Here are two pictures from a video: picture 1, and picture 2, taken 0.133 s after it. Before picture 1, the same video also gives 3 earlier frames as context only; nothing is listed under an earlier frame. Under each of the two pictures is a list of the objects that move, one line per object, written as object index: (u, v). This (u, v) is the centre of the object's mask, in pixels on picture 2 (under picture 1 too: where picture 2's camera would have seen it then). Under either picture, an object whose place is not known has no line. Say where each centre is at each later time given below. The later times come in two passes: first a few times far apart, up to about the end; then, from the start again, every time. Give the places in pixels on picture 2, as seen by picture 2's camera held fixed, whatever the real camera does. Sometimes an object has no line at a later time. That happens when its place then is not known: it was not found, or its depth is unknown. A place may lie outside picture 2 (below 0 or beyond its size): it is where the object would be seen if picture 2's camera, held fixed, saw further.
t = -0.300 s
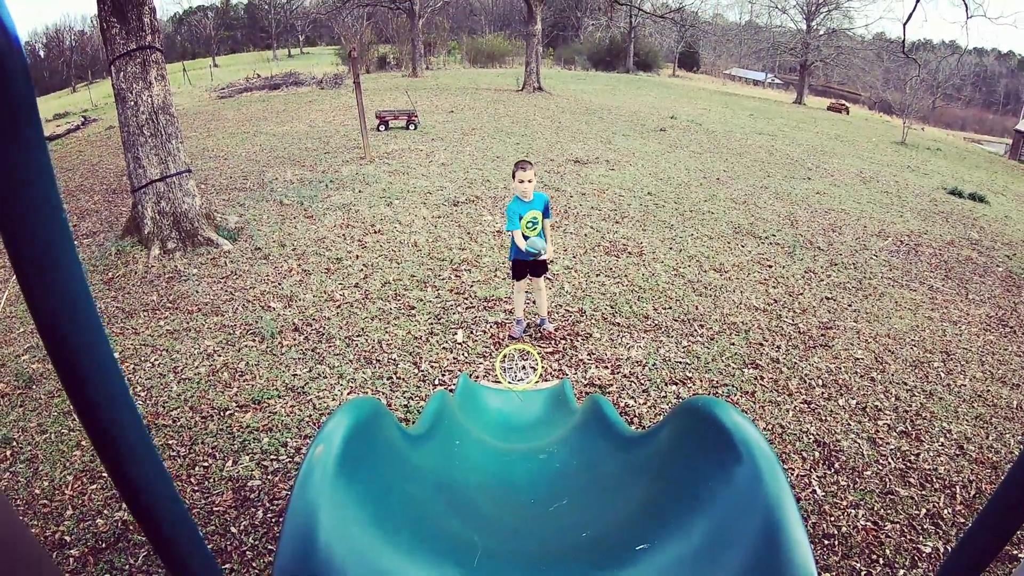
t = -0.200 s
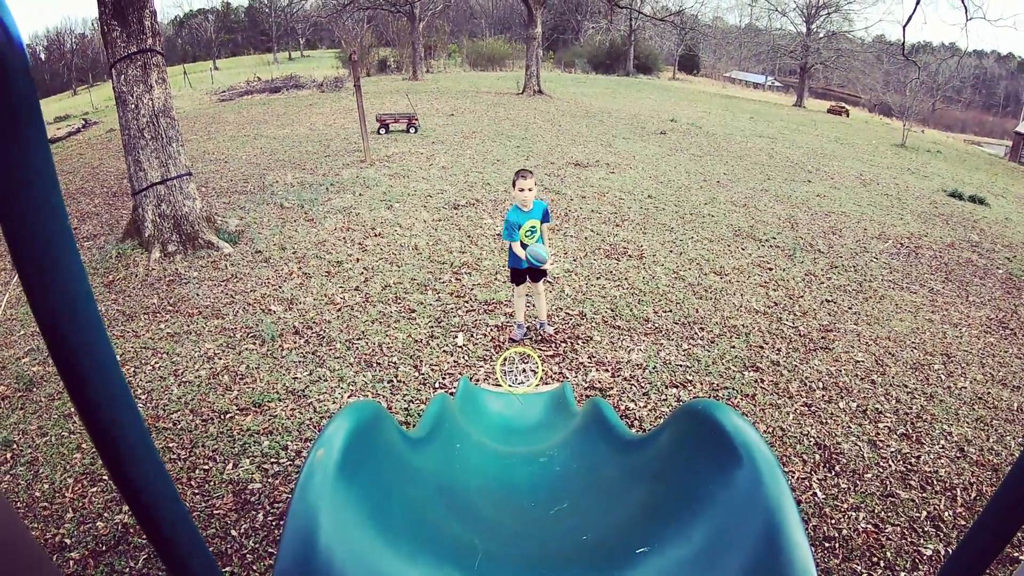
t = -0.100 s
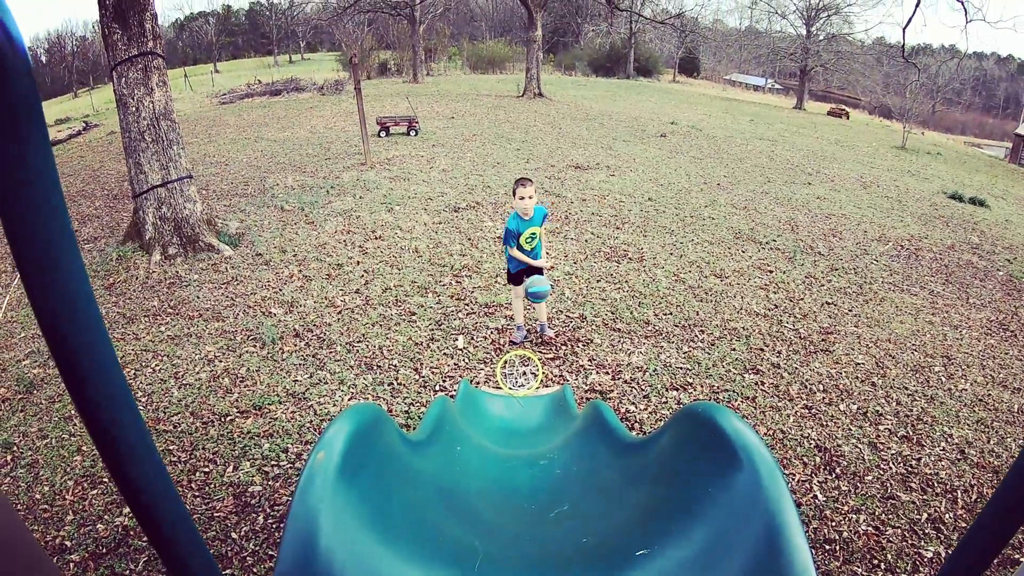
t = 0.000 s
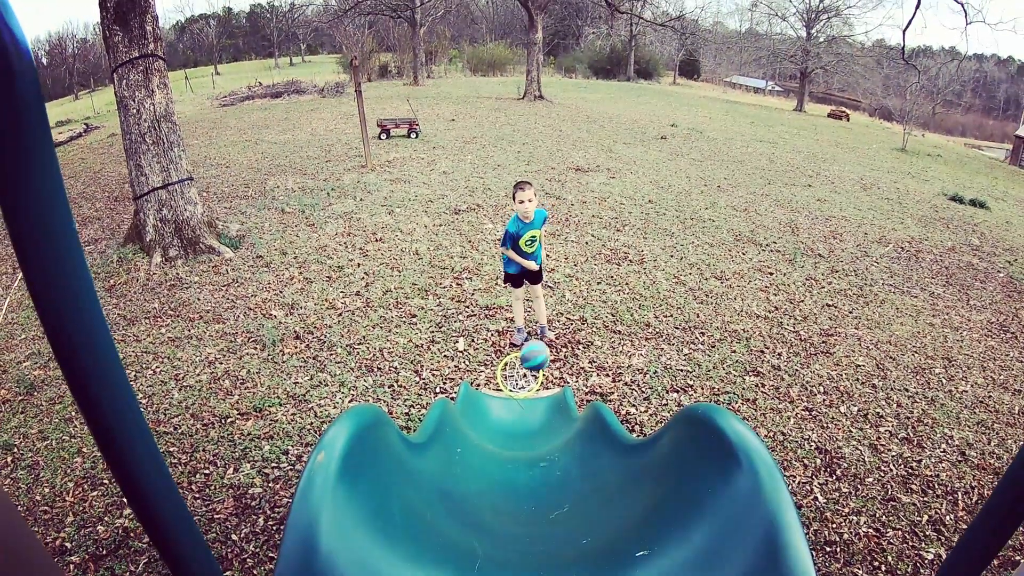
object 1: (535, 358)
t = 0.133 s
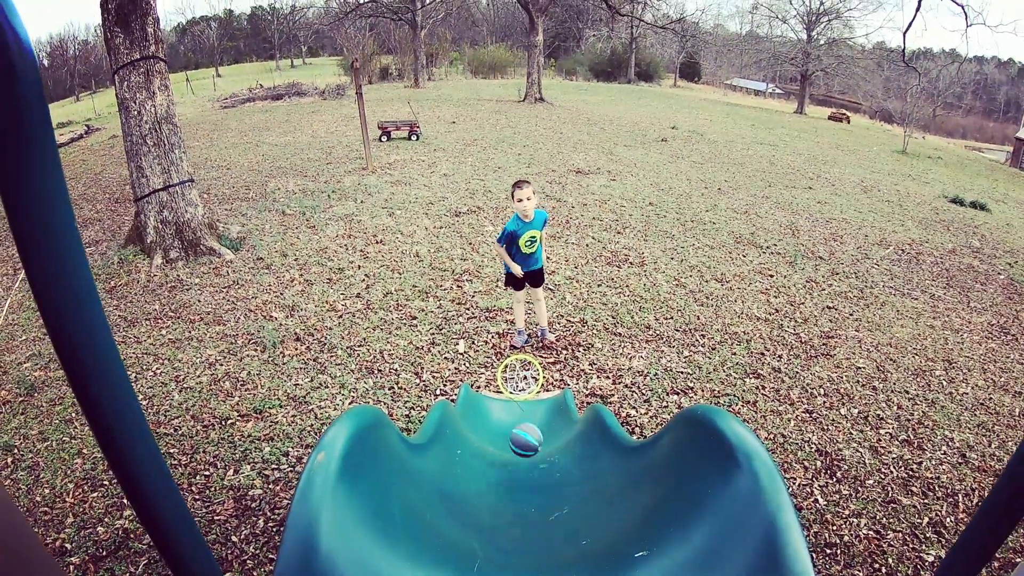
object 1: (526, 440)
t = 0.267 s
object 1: (507, 383)
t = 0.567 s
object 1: (459, 425)
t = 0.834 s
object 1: (559, 432)
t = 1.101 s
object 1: (554, 421)
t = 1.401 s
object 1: (520, 436)
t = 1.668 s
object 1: (512, 385)
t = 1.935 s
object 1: (516, 374)
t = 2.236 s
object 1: (529, 380)
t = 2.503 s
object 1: (526, 385)
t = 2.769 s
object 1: (529, 386)
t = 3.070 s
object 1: (528, 387)
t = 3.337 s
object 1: (528, 387)
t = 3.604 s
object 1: (527, 388)
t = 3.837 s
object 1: (527, 389)
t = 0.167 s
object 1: (522, 423)
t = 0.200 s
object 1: (517, 408)
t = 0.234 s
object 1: (512, 394)
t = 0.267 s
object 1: (507, 383)
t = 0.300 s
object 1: (502, 374)
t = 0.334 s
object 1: (496, 369)
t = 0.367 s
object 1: (490, 368)
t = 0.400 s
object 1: (485, 370)
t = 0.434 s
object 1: (480, 376)
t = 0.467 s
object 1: (475, 385)
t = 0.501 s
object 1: (469, 396)
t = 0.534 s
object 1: (464, 409)
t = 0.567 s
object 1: (459, 425)
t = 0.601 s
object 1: (471, 429)
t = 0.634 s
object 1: (486, 435)
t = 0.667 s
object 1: (501, 443)
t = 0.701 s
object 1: (515, 452)
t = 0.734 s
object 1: (527, 450)
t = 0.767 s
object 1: (538, 442)
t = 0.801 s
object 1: (548, 436)
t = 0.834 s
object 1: (559, 432)
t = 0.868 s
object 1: (570, 431)
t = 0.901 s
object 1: (569, 422)
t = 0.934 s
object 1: (567, 416)
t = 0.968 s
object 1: (565, 412)
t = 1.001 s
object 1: (562, 411)
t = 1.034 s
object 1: (560, 412)
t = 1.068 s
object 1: (556, 416)
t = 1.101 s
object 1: (554, 421)
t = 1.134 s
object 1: (551, 429)
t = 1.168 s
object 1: (547, 433)
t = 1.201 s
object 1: (543, 430)
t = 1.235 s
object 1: (538, 429)
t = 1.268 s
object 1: (534, 431)
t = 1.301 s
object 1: (530, 433)
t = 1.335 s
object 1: (526, 438)
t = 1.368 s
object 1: (523, 443)
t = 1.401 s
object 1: (520, 436)
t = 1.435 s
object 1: (518, 431)
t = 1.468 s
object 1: (516, 427)
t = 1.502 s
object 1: (513, 426)
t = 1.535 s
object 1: (513, 417)
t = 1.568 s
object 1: (512, 408)
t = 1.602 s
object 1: (512, 402)
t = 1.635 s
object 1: (511, 397)
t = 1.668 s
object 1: (512, 385)
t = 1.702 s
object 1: (512, 378)
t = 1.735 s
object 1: (512, 373)
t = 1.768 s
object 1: (513, 369)
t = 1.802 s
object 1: (512, 367)
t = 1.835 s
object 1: (512, 366)
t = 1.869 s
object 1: (514, 368)
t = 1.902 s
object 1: (514, 371)
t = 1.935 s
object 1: (516, 374)
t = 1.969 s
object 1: (516, 376)
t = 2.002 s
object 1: (517, 377)
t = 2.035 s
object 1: (520, 379)
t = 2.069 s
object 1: (521, 379)
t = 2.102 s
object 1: (522, 378)
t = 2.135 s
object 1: (524, 379)
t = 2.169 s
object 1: (525, 380)
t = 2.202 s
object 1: (526, 381)
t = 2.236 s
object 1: (529, 380)
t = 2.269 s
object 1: (530, 381)
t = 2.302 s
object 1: (530, 381)
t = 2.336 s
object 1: (530, 382)
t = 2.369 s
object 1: (529, 381)
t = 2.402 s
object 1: (527, 382)
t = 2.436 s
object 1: (527, 382)
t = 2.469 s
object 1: (527, 383)
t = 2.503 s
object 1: (526, 385)
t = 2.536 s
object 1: (527, 385)
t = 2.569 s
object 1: (527, 386)
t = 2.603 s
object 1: (528, 385)
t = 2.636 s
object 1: (529, 386)
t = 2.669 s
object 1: (529, 386)
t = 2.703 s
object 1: (529, 387)
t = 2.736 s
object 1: (529, 386)
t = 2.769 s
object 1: (529, 386)
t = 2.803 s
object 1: (529, 386)
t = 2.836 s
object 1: (528, 387)
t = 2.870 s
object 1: (528, 387)
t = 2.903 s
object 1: (528, 387)
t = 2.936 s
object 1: (528, 387)
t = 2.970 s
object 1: (528, 387)
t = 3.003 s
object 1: (528, 387)
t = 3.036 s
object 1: (528, 387)
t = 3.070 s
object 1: (528, 387)
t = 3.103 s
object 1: (528, 387)
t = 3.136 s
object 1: (528, 387)
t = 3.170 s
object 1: (528, 387)
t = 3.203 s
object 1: (528, 387)
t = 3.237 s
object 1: (528, 387)
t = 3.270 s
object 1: (528, 387)
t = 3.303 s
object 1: (528, 387)
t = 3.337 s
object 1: (528, 387)
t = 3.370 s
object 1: (528, 387)
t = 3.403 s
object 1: (528, 387)
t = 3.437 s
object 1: (528, 387)
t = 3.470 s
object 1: (528, 387)
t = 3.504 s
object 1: (527, 388)
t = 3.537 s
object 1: (527, 388)
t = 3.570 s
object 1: (527, 388)
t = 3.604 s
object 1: (527, 388)
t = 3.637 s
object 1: (527, 388)
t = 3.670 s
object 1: (527, 388)
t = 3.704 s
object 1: (527, 388)
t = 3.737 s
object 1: (527, 388)
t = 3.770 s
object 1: (527, 389)
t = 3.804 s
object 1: (527, 389)
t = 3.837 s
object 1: (527, 389)
